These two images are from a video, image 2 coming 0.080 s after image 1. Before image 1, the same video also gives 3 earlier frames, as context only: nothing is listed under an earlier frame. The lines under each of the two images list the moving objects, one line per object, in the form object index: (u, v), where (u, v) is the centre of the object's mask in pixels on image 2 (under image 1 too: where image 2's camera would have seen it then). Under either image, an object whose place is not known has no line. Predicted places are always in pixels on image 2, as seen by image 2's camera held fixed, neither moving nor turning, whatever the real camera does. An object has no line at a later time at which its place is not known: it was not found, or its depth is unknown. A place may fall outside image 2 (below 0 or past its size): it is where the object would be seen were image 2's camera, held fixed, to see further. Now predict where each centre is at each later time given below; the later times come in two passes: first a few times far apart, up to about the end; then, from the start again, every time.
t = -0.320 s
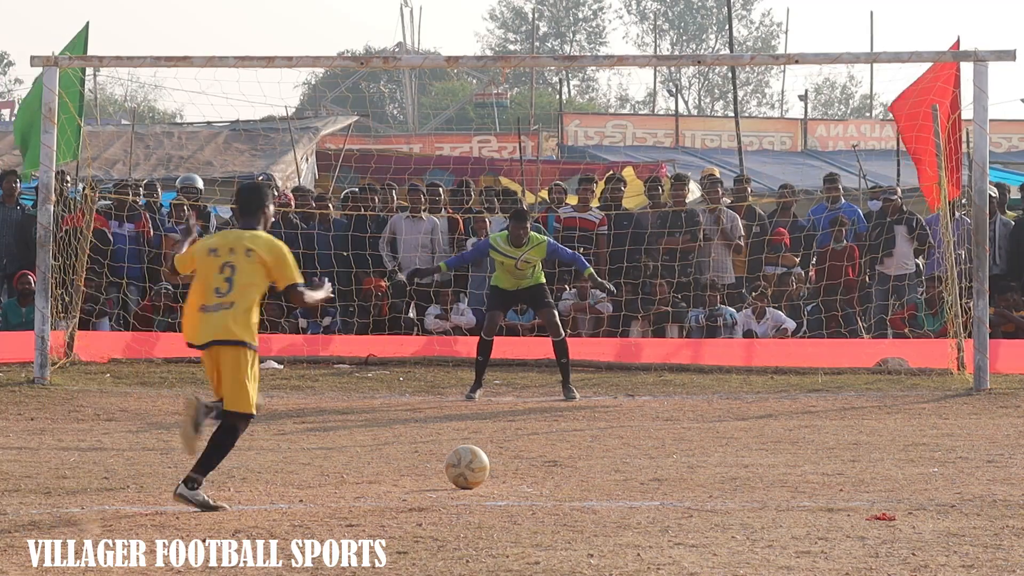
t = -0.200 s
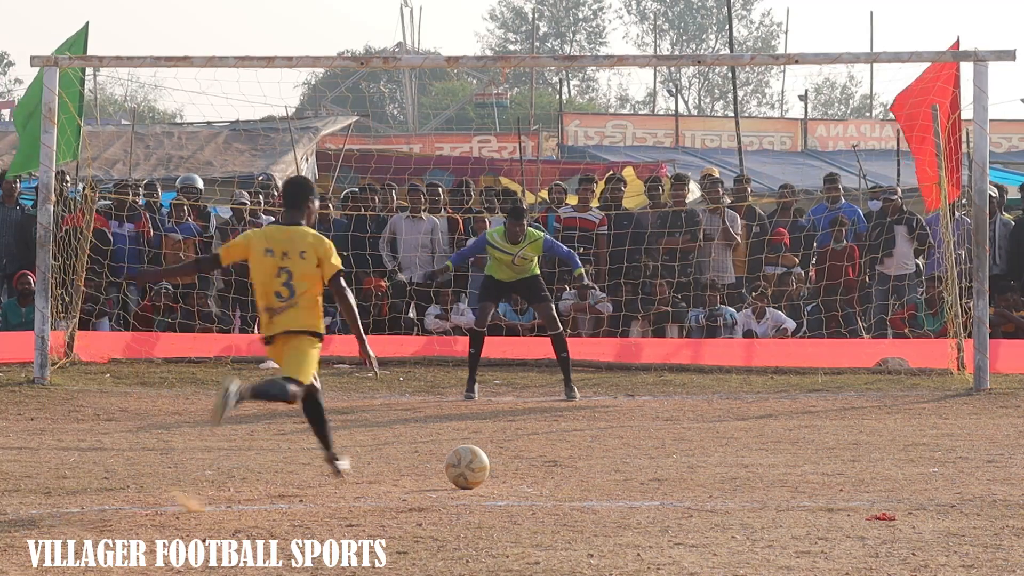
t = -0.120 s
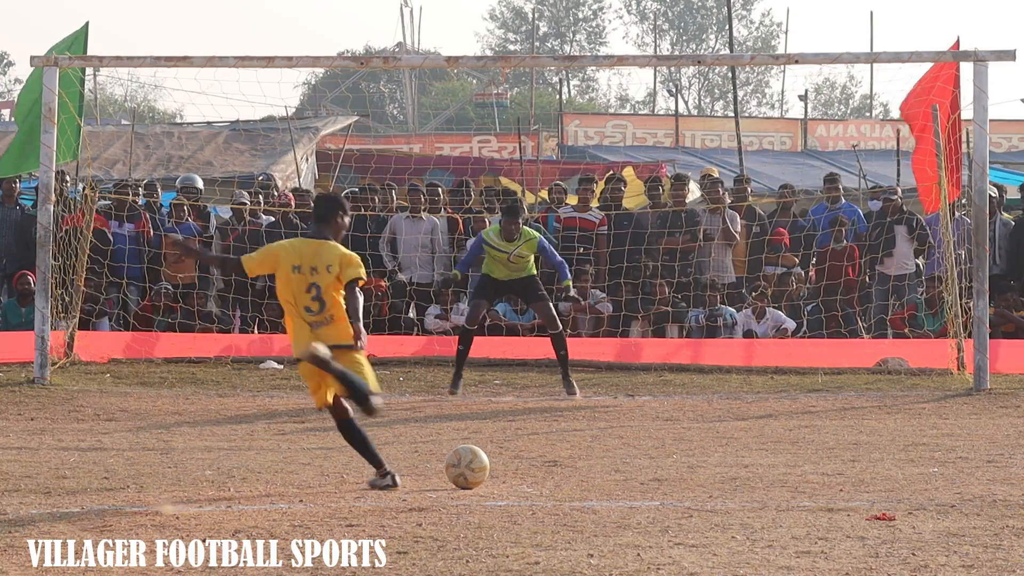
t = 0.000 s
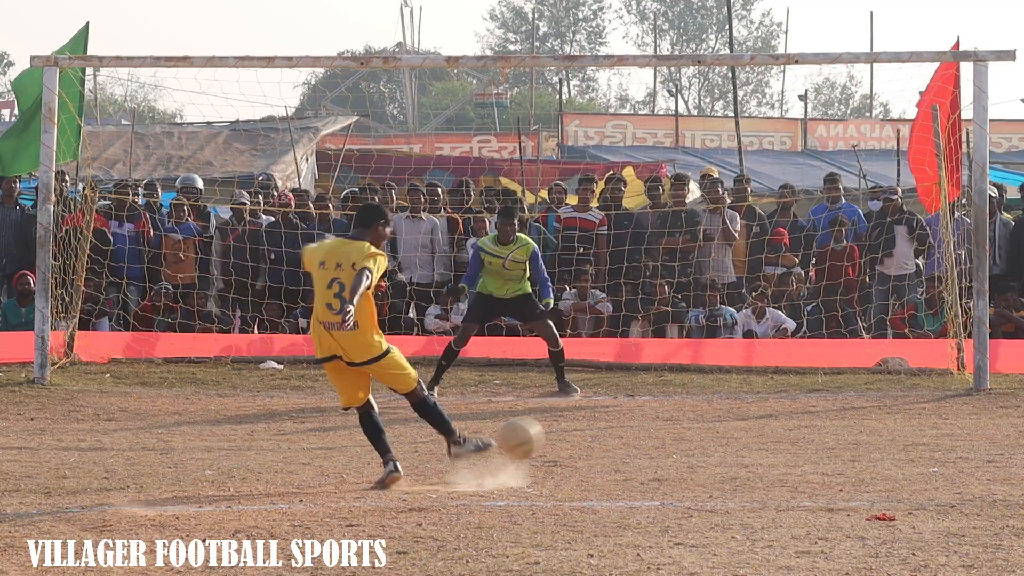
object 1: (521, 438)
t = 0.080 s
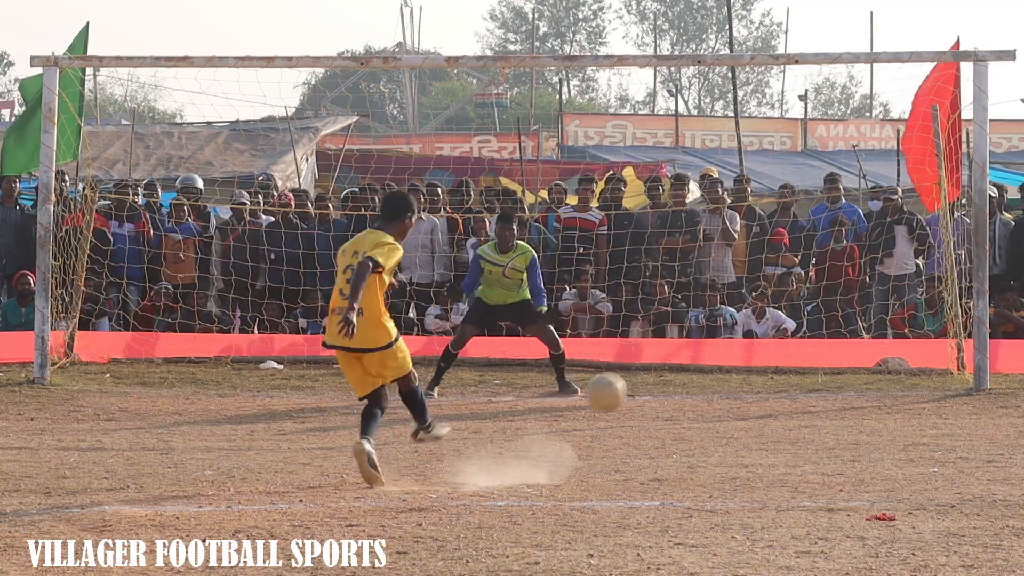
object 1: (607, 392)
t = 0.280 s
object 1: (736, 339)
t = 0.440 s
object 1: (781, 342)
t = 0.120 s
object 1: (640, 376)
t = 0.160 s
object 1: (669, 362)
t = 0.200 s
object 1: (695, 351)
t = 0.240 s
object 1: (717, 343)
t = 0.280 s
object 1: (736, 339)
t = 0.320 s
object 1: (750, 336)
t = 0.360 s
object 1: (762, 336)
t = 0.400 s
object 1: (773, 338)
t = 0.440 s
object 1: (781, 342)
